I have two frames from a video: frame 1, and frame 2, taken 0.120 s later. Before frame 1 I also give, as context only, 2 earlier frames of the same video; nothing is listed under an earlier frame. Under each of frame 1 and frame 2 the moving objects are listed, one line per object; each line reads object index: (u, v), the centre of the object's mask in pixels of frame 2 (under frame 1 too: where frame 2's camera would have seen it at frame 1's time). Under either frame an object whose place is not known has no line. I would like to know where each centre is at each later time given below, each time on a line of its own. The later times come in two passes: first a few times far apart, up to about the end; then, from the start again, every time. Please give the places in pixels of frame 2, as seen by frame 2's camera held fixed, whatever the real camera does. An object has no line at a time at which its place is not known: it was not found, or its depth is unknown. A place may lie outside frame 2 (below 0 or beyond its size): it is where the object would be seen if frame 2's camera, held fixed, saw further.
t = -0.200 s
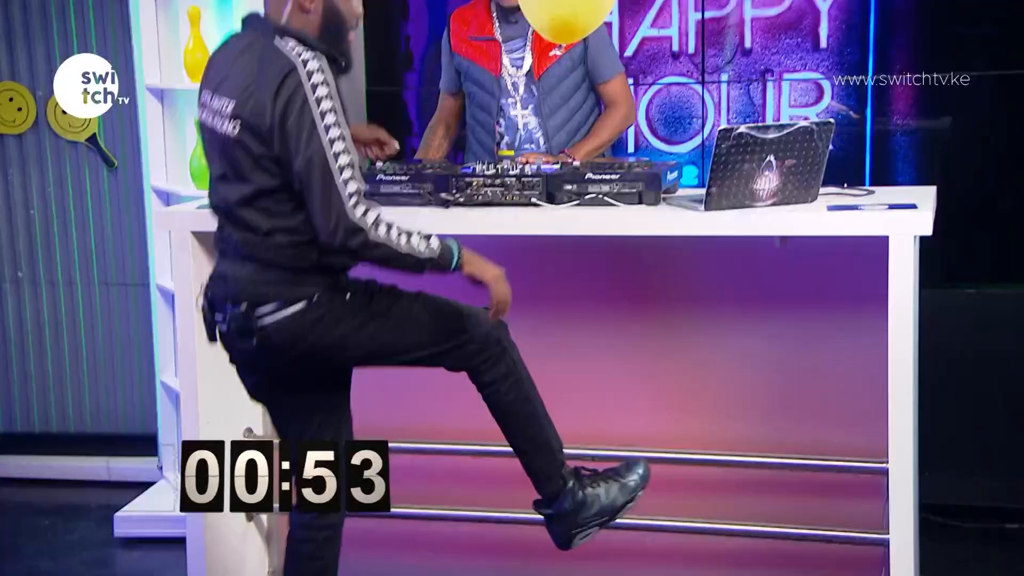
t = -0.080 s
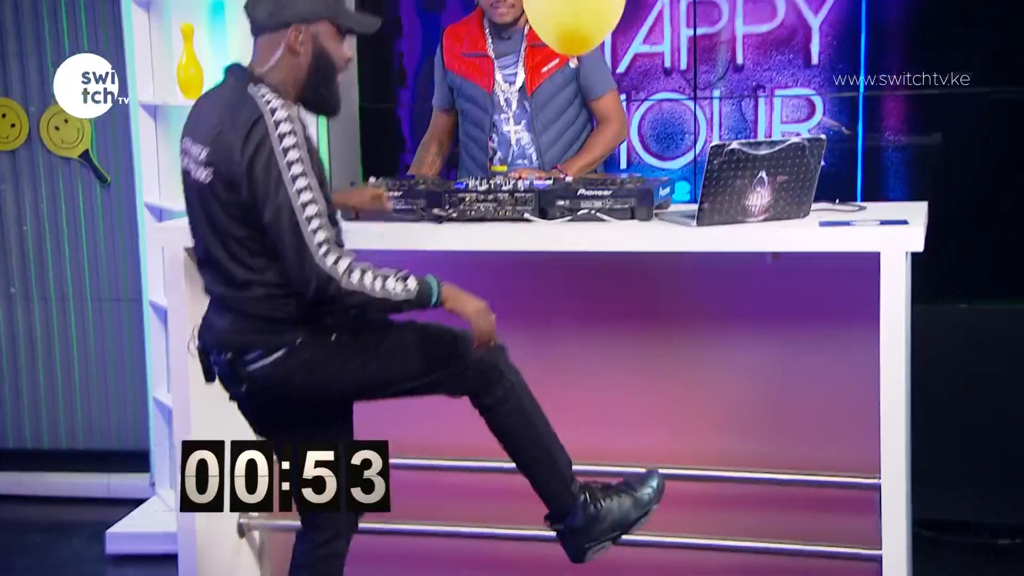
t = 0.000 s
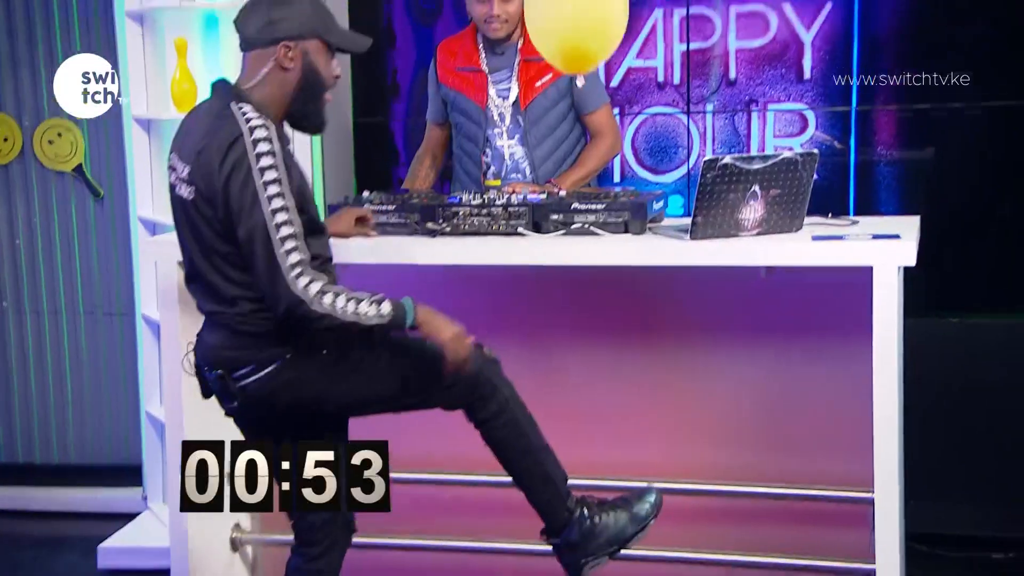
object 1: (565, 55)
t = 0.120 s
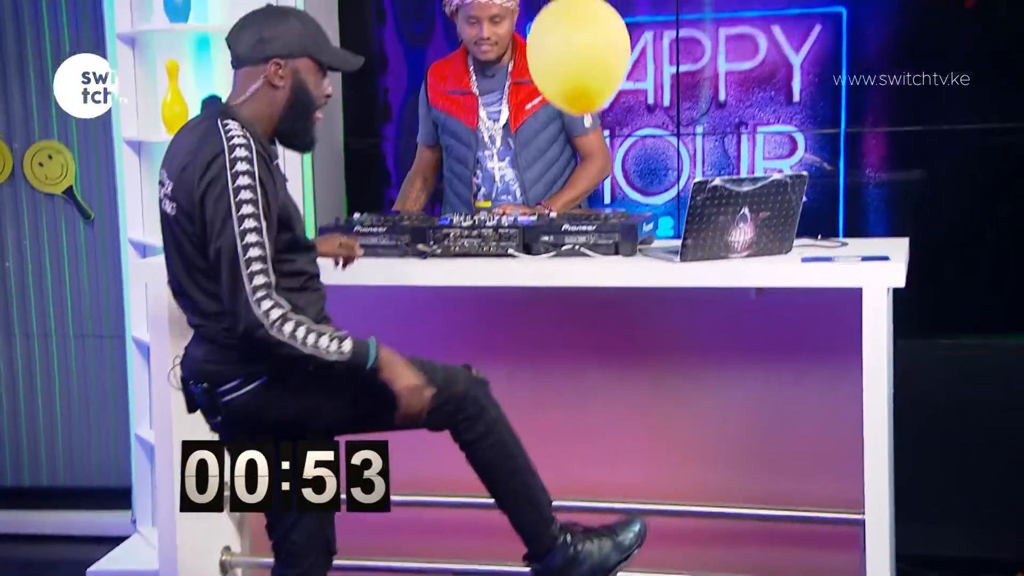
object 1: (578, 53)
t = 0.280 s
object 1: (593, 91)
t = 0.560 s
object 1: (611, 224)
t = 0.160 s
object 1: (582, 61)
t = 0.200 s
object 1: (587, 64)
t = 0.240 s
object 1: (590, 79)
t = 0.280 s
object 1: (593, 91)
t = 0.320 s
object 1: (595, 110)
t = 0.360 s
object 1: (599, 127)
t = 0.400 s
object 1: (601, 144)
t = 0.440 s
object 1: (604, 163)
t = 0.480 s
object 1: (607, 182)
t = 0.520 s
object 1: (610, 203)
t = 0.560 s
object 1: (611, 224)
